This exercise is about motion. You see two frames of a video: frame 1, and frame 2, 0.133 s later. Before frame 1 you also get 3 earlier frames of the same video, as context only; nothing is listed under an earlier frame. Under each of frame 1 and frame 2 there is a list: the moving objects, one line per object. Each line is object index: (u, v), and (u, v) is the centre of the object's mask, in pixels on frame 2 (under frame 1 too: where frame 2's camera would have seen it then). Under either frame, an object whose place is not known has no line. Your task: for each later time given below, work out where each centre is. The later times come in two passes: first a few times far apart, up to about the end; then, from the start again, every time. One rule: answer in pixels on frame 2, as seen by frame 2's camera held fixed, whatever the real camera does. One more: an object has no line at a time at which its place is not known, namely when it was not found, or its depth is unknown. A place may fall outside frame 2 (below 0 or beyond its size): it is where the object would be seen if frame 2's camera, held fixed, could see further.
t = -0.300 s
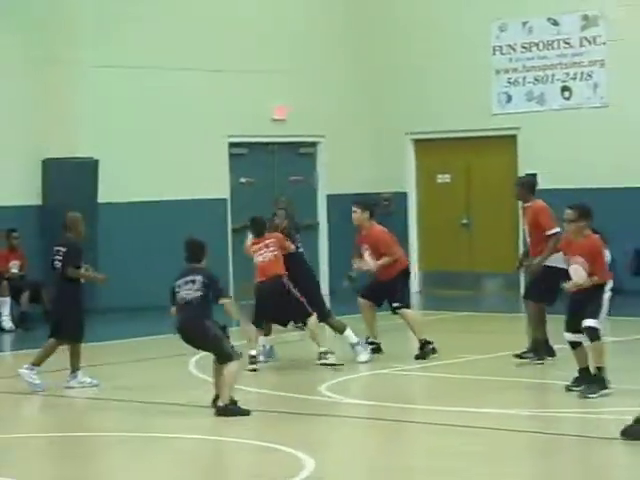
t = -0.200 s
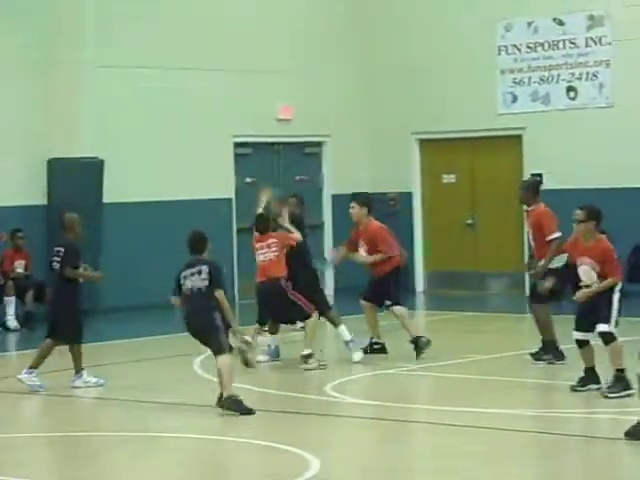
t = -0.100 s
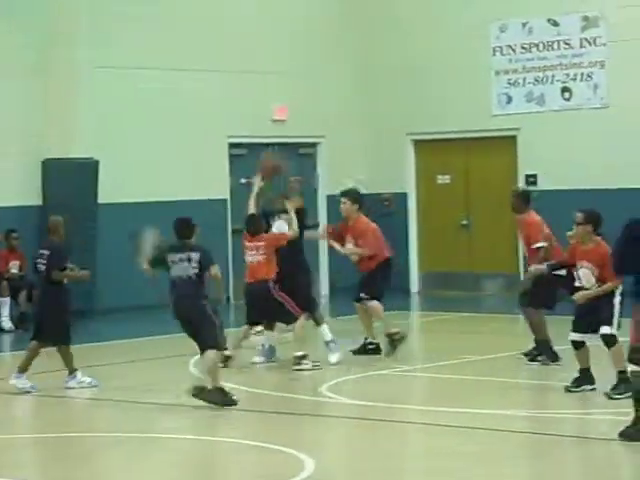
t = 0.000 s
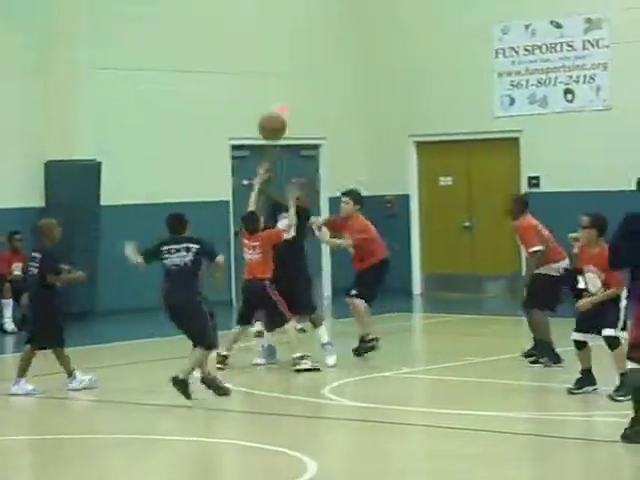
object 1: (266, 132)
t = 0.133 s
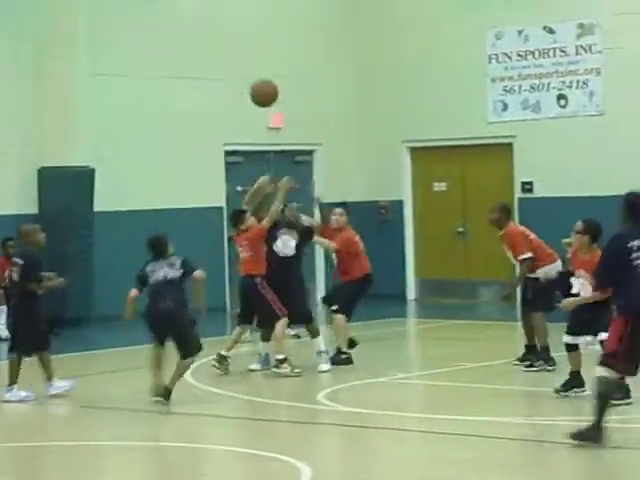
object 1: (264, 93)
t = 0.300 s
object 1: (263, 72)
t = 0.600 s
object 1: (263, 125)
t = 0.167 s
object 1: (264, 86)
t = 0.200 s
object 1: (263, 80)
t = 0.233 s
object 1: (263, 77)
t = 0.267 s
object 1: (263, 73)
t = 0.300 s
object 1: (263, 72)
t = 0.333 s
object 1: (263, 72)
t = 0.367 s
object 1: (262, 73)
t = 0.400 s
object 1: (262, 75)
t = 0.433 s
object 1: (262, 79)
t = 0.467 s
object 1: (262, 85)
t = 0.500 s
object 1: (263, 92)
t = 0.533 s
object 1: (263, 101)
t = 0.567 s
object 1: (263, 112)
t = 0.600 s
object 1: (263, 125)
